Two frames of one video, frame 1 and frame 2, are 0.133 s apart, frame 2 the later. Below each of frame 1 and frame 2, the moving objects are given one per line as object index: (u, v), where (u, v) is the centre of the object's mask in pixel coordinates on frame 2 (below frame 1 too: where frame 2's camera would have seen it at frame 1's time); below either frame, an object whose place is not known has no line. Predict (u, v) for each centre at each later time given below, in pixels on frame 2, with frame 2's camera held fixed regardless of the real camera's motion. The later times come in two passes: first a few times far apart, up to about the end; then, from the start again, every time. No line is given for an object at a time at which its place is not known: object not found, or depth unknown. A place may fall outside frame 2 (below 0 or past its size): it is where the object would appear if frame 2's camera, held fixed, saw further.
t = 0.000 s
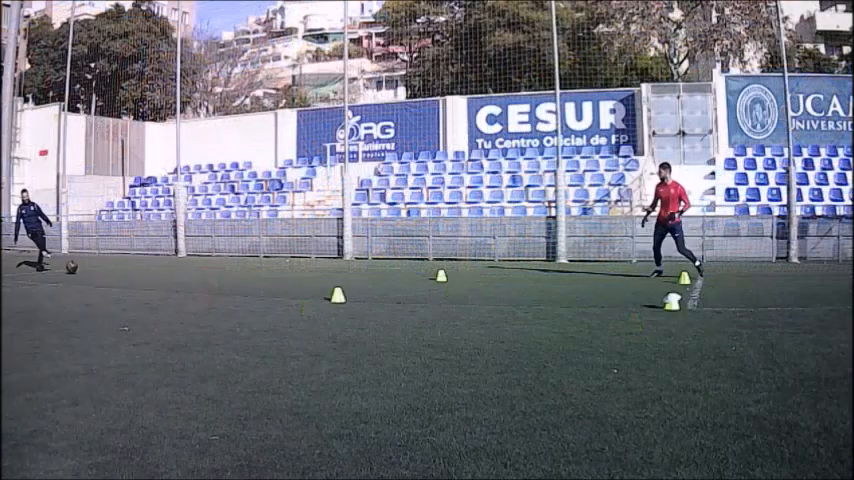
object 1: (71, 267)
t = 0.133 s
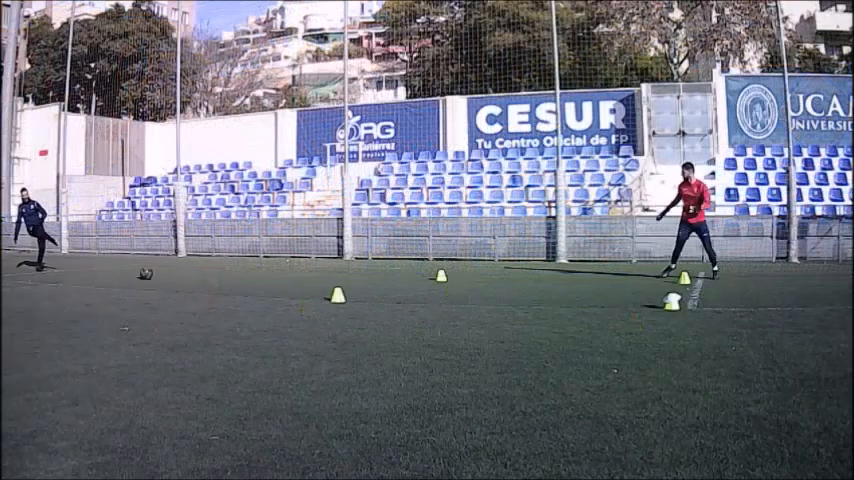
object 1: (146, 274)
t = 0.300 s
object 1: (257, 279)
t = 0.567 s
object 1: (466, 282)
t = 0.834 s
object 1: (673, 287)
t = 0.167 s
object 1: (166, 274)
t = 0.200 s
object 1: (187, 274)
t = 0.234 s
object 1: (209, 276)
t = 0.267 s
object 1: (233, 277)
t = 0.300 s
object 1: (257, 279)
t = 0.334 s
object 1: (281, 278)
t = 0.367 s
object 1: (306, 279)
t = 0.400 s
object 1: (331, 279)
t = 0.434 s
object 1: (359, 280)
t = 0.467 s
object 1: (386, 283)
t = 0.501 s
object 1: (413, 284)
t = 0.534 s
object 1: (439, 282)
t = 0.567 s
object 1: (466, 282)
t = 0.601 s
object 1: (493, 282)
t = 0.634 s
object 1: (520, 284)
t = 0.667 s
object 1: (548, 286)
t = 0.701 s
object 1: (574, 287)
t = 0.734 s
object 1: (600, 285)
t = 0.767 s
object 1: (625, 284)
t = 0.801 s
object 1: (649, 285)
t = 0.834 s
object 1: (673, 287)
